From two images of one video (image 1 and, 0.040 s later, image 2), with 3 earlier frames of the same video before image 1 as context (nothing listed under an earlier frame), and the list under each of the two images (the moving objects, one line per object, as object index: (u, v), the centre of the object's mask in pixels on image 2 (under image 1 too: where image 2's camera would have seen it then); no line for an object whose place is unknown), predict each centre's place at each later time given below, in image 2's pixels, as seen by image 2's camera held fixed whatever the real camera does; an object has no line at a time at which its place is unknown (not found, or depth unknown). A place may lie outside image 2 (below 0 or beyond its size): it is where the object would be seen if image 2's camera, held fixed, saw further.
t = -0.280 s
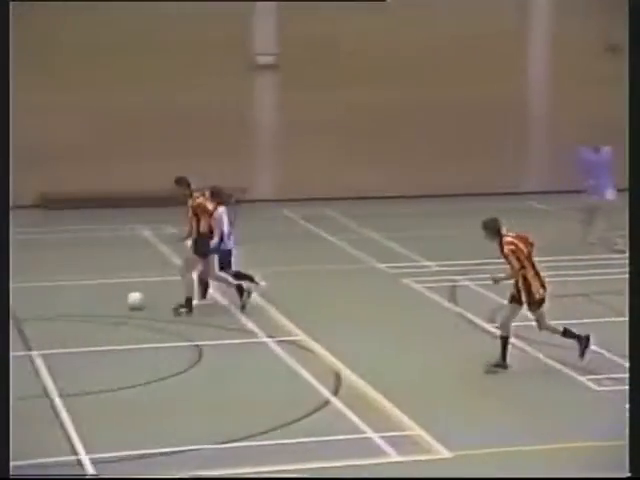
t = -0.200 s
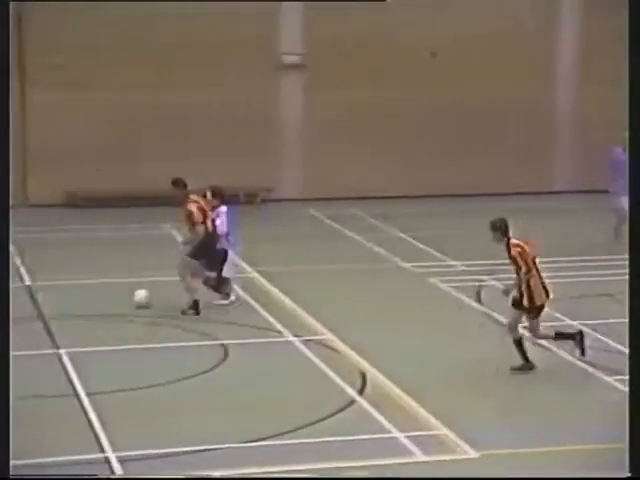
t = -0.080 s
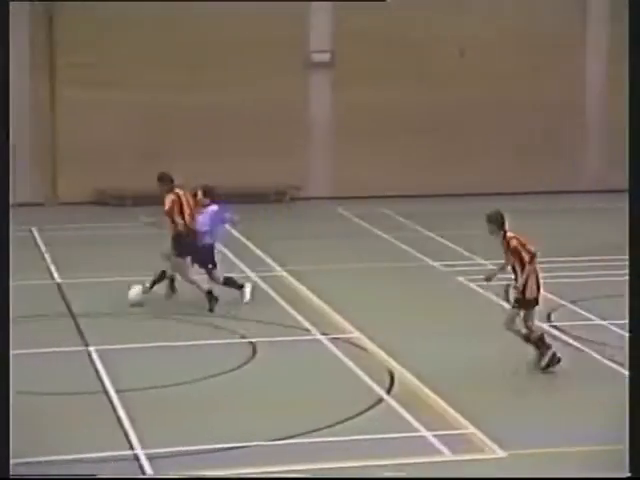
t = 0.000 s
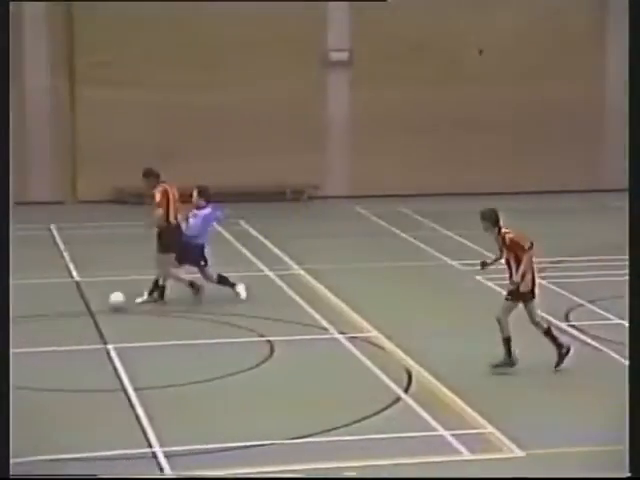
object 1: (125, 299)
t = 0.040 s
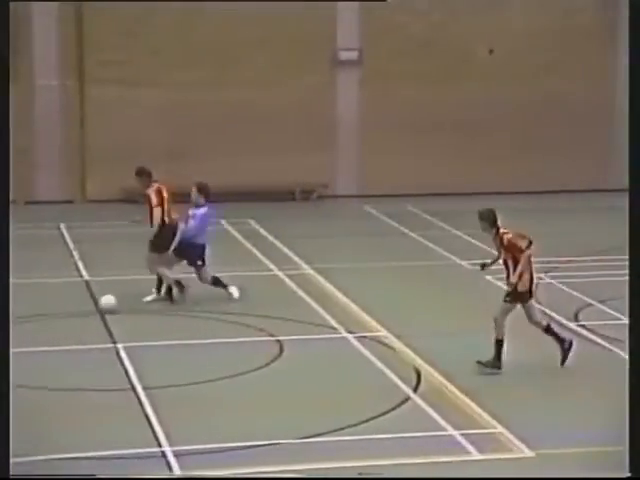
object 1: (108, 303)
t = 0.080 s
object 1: (91, 306)
